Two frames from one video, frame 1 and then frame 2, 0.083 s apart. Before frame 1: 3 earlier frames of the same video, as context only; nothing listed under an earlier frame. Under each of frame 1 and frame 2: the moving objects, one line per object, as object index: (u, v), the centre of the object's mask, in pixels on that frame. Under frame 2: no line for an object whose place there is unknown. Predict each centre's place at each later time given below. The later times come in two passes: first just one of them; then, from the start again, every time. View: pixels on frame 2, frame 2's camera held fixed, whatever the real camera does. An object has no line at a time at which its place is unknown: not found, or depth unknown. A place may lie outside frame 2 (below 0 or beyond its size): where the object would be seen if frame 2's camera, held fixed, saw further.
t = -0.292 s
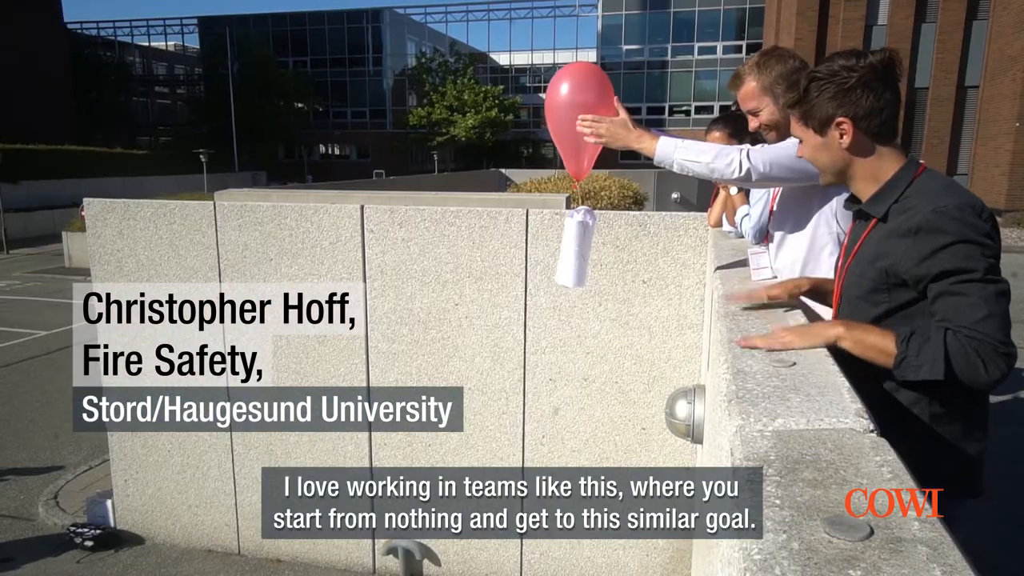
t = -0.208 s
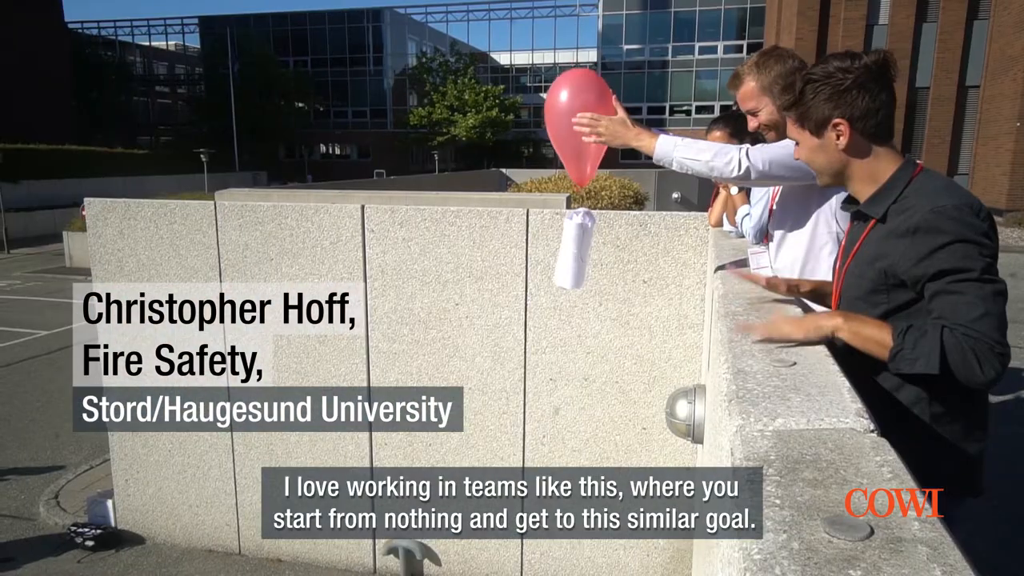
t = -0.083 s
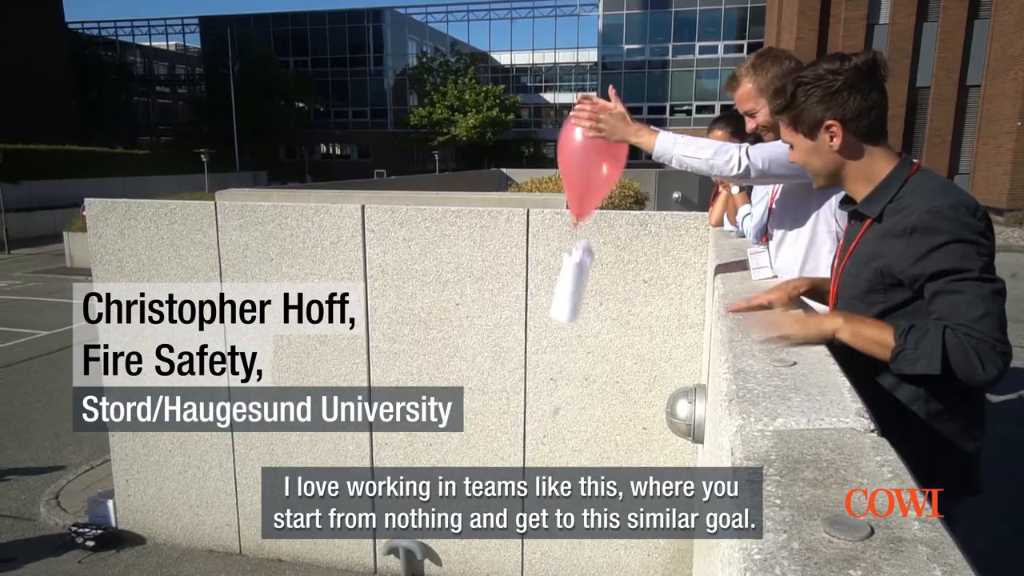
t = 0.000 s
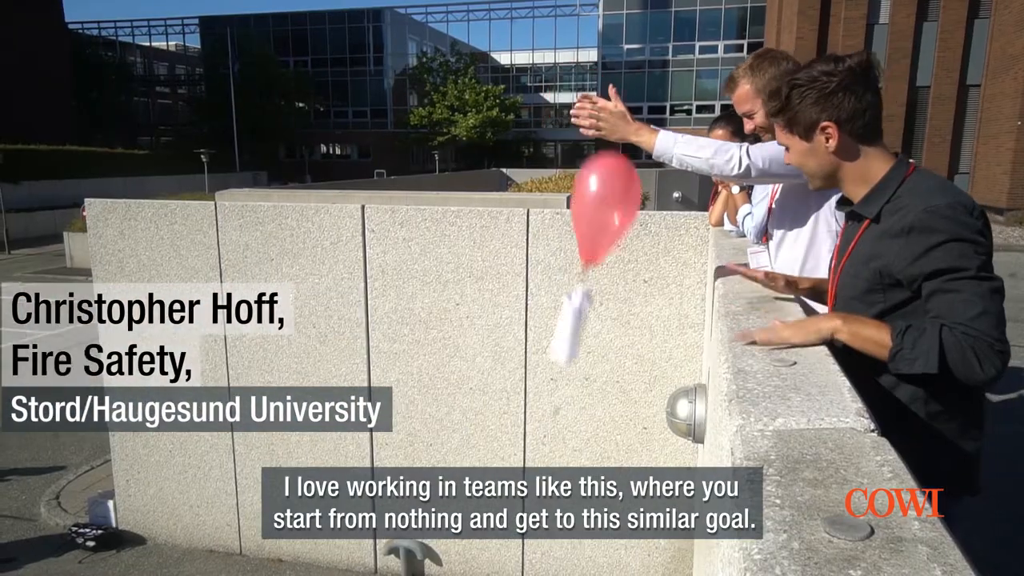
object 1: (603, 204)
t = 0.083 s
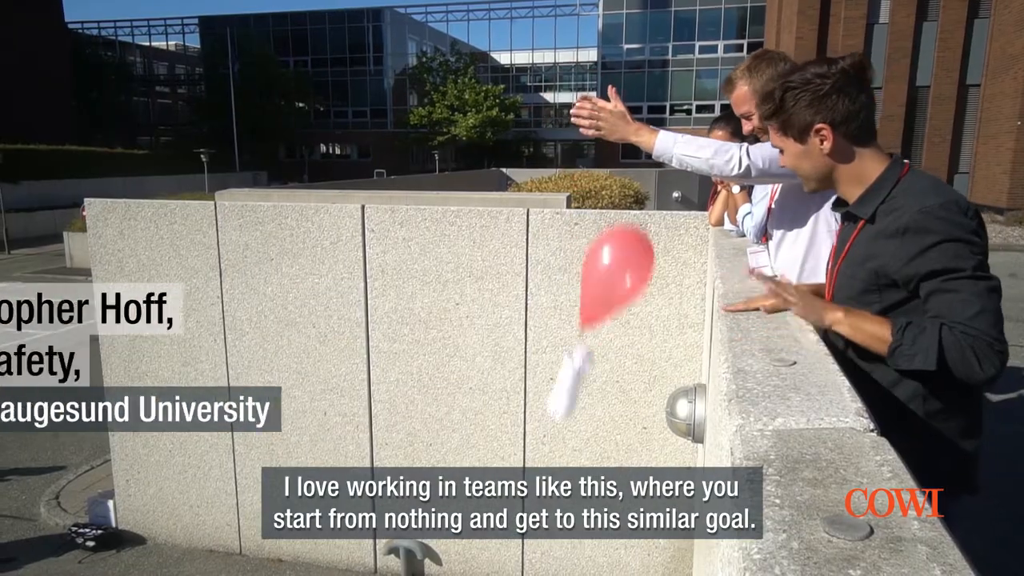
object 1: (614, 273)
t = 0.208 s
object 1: (613, 388)
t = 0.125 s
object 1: (616, 312)
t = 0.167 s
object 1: (616, 350)
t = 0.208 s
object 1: (613, 388)
